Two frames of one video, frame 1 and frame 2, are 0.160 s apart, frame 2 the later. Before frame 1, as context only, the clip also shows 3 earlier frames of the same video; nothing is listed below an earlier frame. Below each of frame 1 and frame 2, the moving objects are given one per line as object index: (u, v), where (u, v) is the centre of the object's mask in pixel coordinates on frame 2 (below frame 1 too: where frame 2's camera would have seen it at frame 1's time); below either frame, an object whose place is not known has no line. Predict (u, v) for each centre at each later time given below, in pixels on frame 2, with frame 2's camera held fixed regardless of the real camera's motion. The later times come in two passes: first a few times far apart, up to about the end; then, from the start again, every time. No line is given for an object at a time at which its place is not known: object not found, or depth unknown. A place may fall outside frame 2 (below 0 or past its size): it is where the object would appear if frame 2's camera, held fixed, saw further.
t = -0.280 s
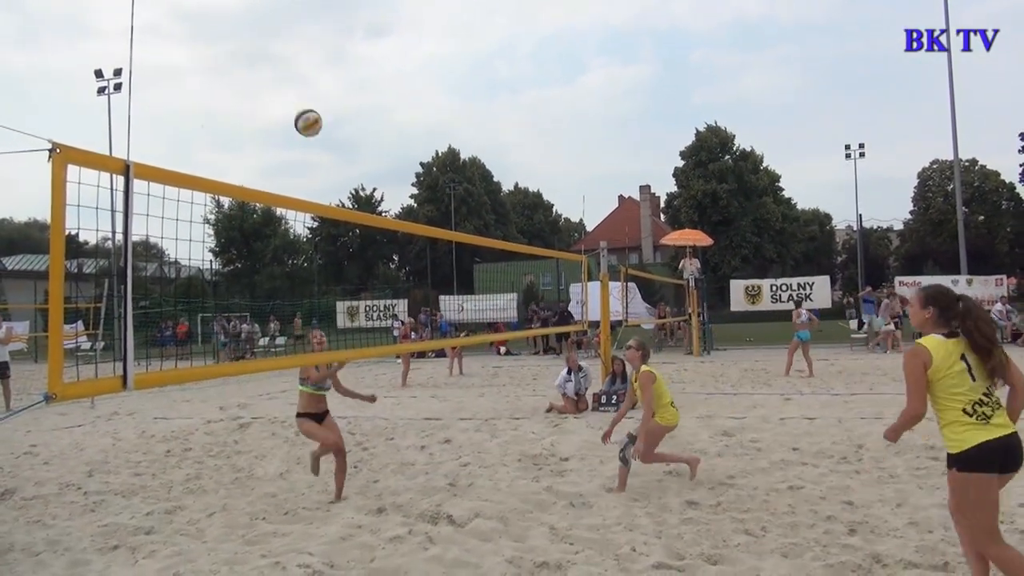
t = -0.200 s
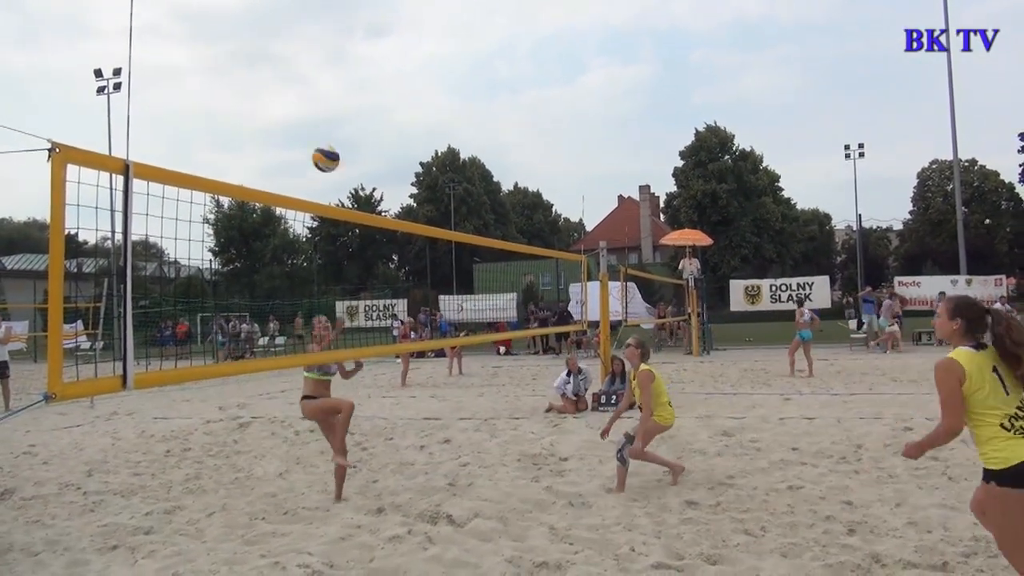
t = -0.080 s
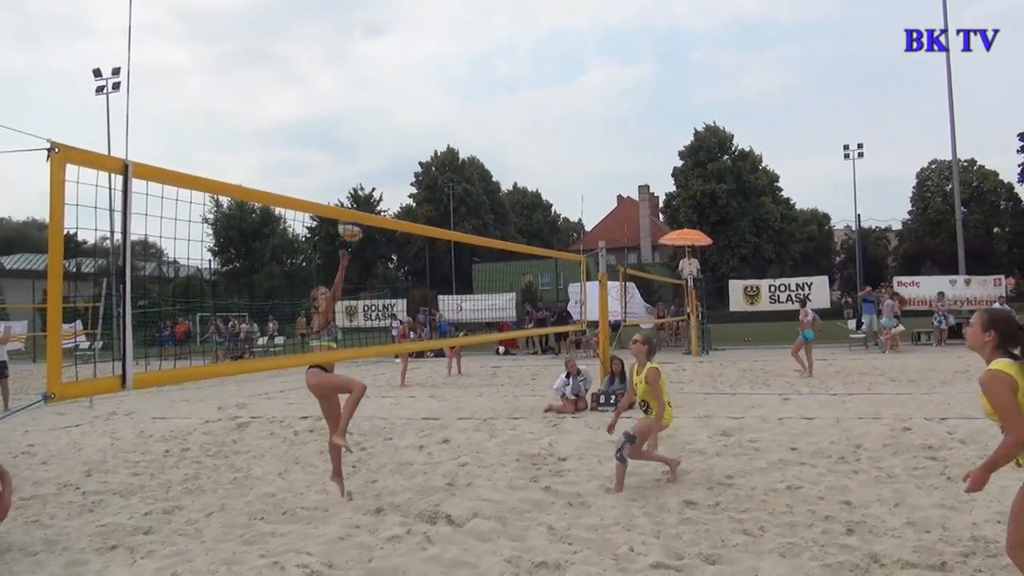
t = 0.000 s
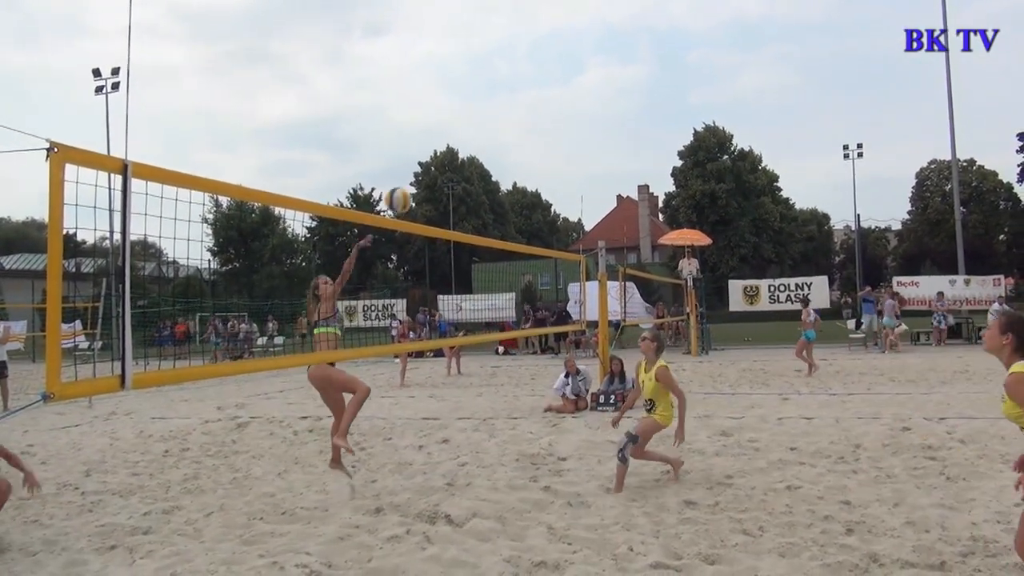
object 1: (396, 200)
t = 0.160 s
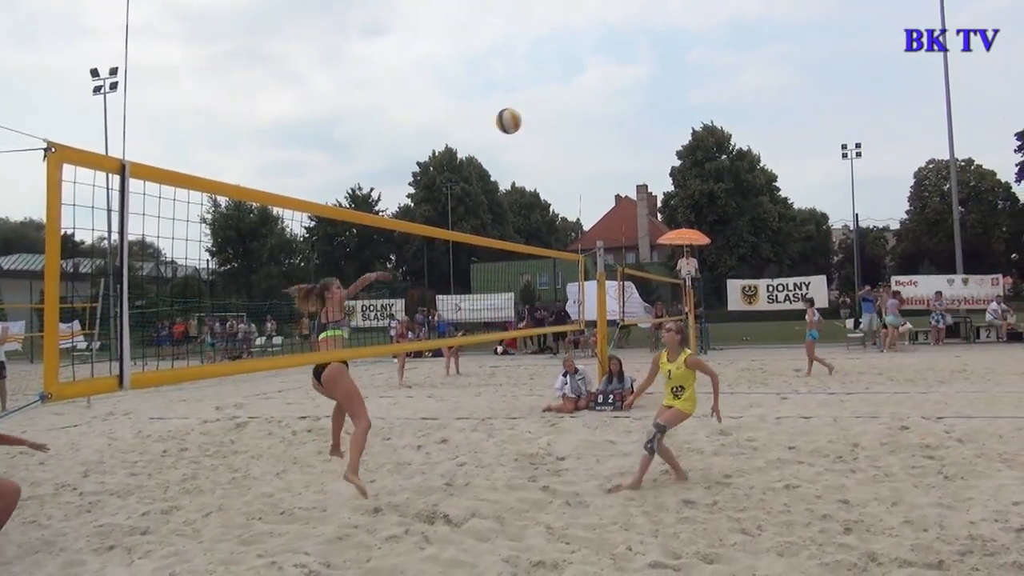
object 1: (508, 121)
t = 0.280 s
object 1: (589, 85)
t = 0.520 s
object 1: (742, 68)
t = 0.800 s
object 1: (899, 134)
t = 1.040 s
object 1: (1014, 255)
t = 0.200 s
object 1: (536, 107)
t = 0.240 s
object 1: (562, 95)
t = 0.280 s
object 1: (589, 85)
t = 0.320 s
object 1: (615, 77)
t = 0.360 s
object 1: (641, 71)
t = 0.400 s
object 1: (667, 68)
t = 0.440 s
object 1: (692, 66)
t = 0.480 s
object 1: (717, 66)
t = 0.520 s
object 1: (742, 68)
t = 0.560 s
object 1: (766, 73)
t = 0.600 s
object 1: (789, 79)
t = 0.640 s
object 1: (812, 86)
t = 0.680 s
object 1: (834, 95)
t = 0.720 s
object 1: (856, 106)
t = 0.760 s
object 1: (877, 120)
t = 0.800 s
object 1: (899, 134)
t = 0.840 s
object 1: (919, 150)
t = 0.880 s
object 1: (938, 169)
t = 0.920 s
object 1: (957, 187)
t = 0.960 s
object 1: (976, 208)
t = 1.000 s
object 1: (995, 231)
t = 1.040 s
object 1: (1014, 255)
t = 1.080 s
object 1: (1036, 281)
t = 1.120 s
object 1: (1056, 308)
